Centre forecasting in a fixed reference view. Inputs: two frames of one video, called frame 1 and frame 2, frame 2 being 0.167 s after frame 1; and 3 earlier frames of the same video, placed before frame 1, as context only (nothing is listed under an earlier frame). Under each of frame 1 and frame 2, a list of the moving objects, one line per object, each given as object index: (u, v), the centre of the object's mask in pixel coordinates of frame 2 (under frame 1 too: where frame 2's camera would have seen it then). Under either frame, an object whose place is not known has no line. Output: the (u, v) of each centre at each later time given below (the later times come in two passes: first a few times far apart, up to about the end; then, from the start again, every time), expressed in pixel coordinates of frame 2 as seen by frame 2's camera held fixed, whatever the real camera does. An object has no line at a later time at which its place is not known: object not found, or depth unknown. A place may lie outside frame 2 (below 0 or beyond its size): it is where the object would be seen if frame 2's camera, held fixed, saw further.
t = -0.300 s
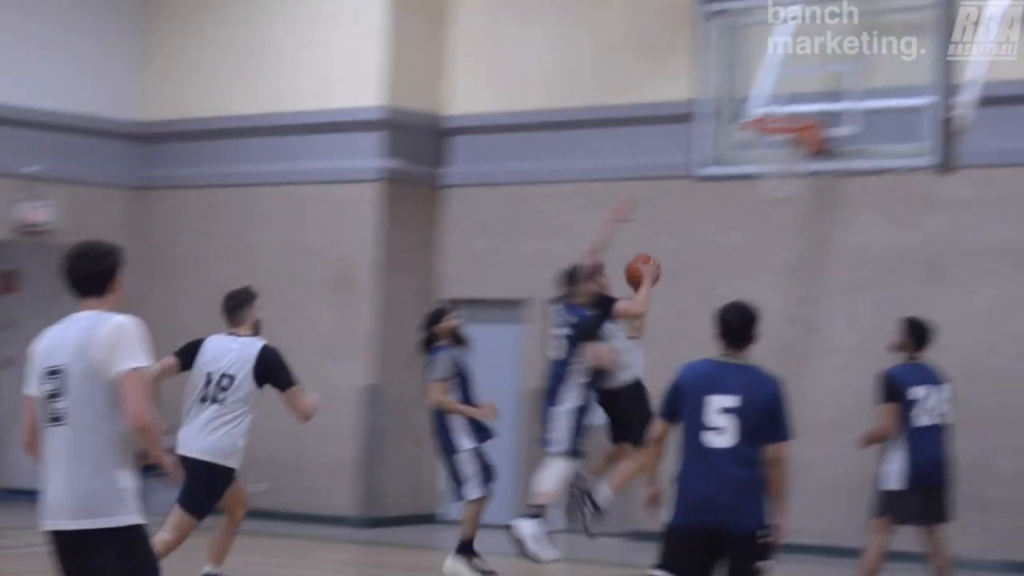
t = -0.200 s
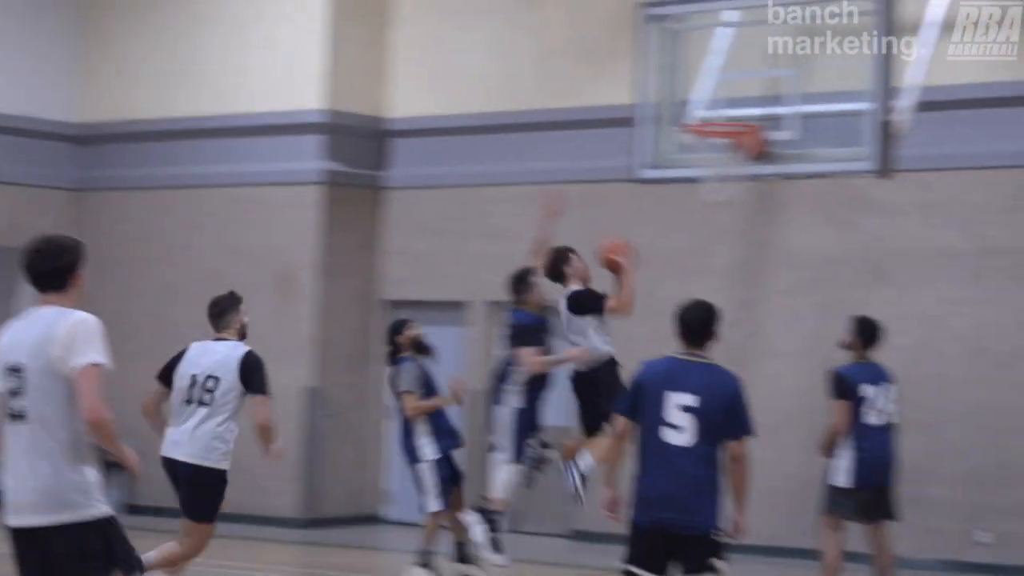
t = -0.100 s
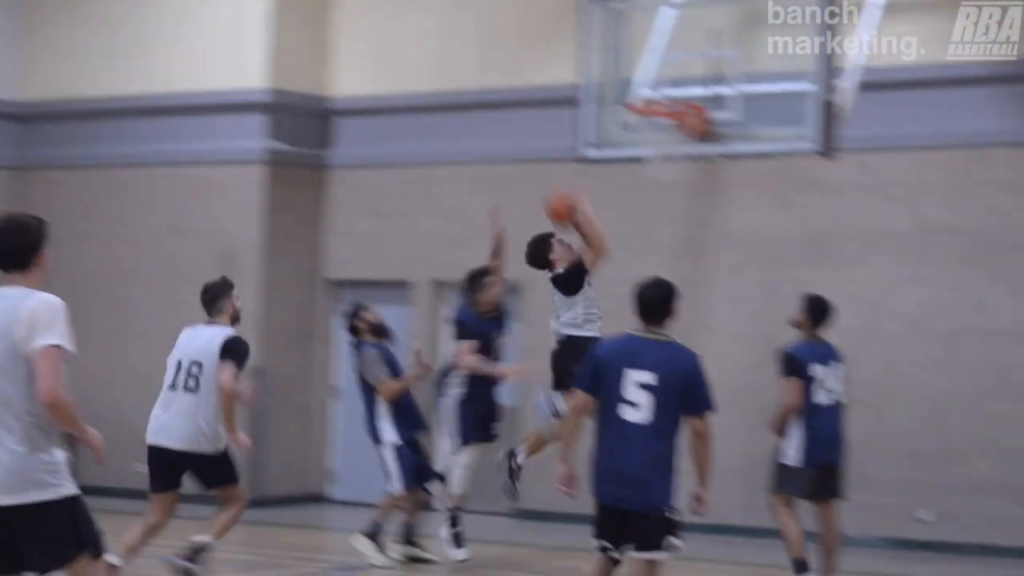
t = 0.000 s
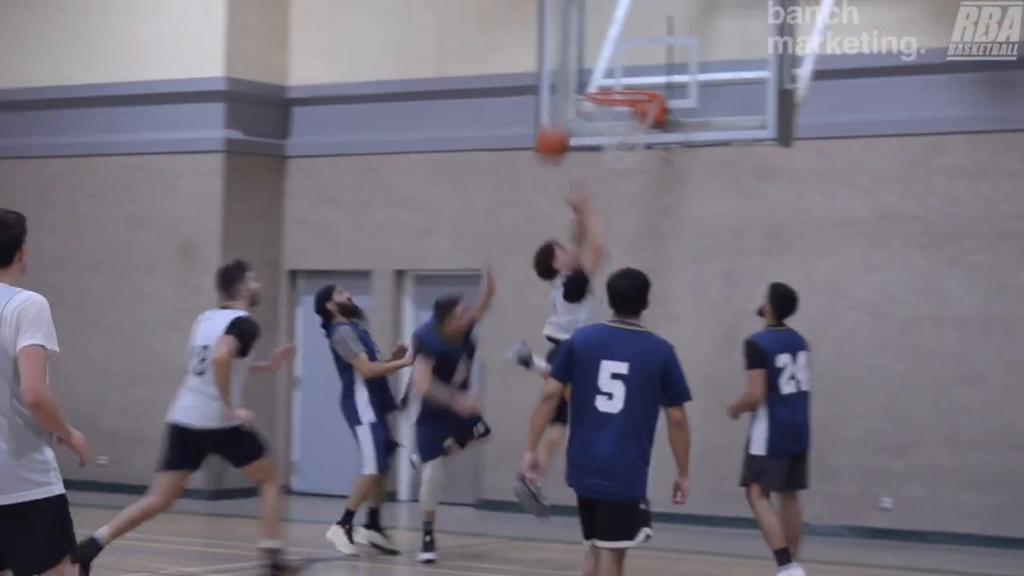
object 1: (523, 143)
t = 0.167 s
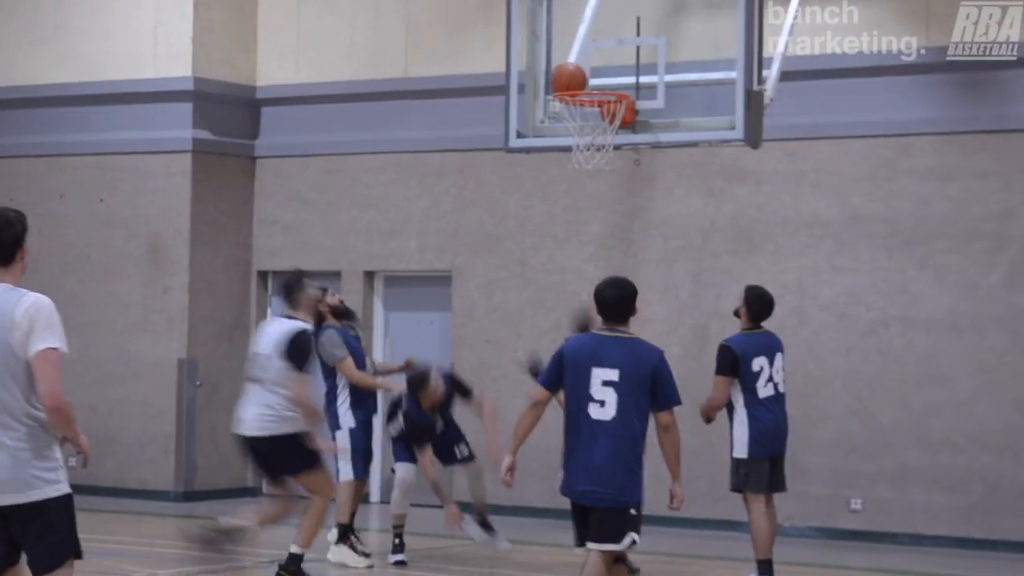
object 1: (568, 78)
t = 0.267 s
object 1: (570, 73)
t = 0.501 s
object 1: (569, 78)
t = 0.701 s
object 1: (577, 98)
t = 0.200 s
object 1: (569, 76)
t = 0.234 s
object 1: (569, 74)
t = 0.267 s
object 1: (570, 73)
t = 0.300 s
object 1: (570, 74)
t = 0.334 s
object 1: (570, 76)
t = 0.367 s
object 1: (570, 78)
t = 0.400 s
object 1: (569, 76)
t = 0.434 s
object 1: (569, 76)
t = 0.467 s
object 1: (569, 78)
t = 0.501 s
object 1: (569, 78)
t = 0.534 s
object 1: (570, 78)
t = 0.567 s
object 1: (571, 79)
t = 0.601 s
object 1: (572, 81)
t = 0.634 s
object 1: (574, 82)
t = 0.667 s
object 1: (575, 92)
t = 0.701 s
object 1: (577, 98)
